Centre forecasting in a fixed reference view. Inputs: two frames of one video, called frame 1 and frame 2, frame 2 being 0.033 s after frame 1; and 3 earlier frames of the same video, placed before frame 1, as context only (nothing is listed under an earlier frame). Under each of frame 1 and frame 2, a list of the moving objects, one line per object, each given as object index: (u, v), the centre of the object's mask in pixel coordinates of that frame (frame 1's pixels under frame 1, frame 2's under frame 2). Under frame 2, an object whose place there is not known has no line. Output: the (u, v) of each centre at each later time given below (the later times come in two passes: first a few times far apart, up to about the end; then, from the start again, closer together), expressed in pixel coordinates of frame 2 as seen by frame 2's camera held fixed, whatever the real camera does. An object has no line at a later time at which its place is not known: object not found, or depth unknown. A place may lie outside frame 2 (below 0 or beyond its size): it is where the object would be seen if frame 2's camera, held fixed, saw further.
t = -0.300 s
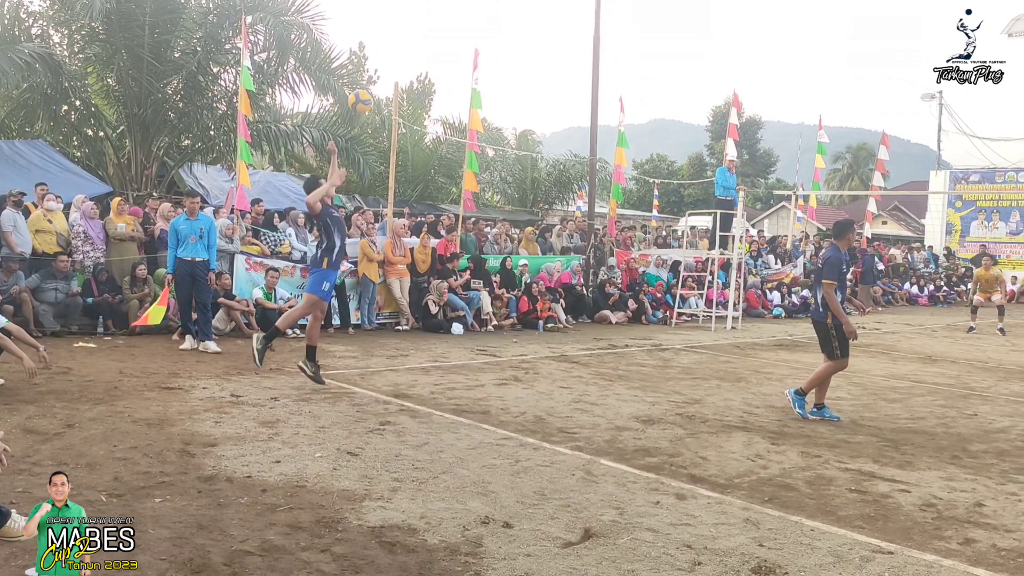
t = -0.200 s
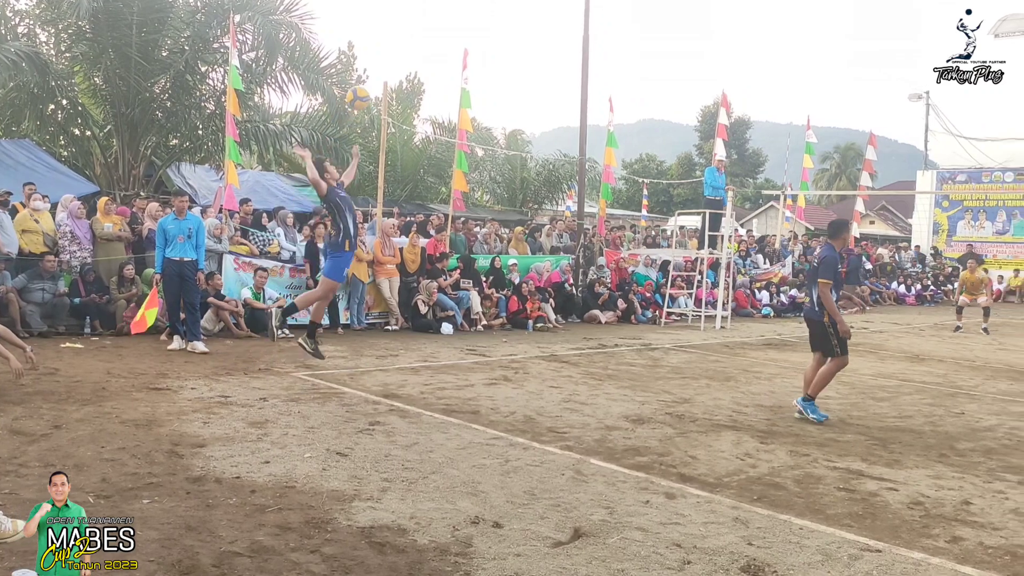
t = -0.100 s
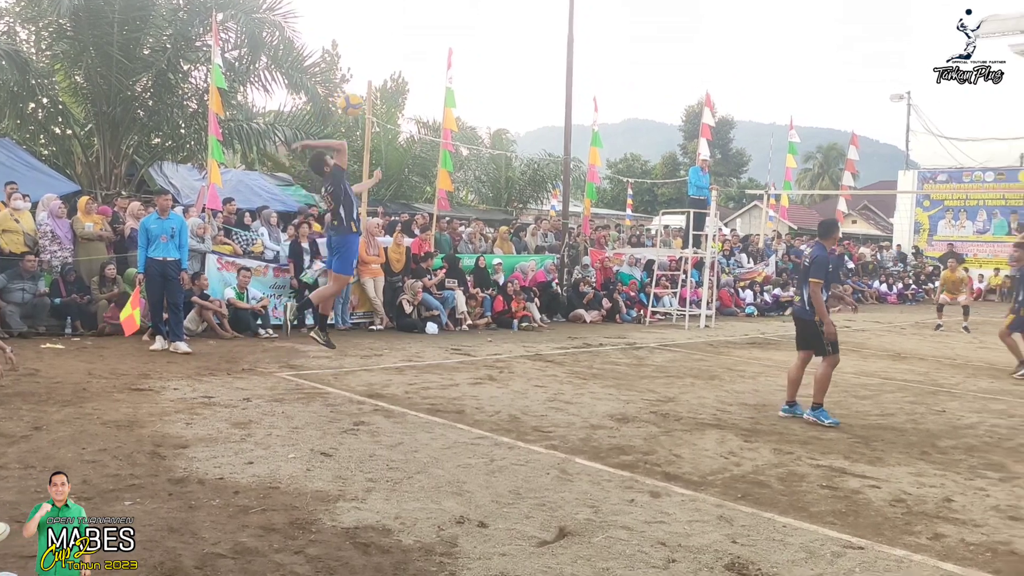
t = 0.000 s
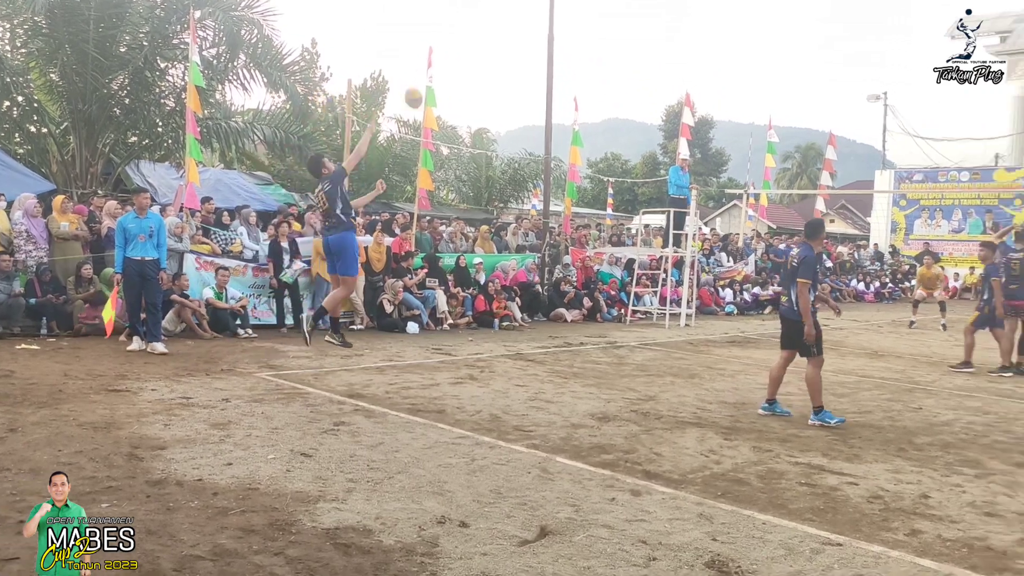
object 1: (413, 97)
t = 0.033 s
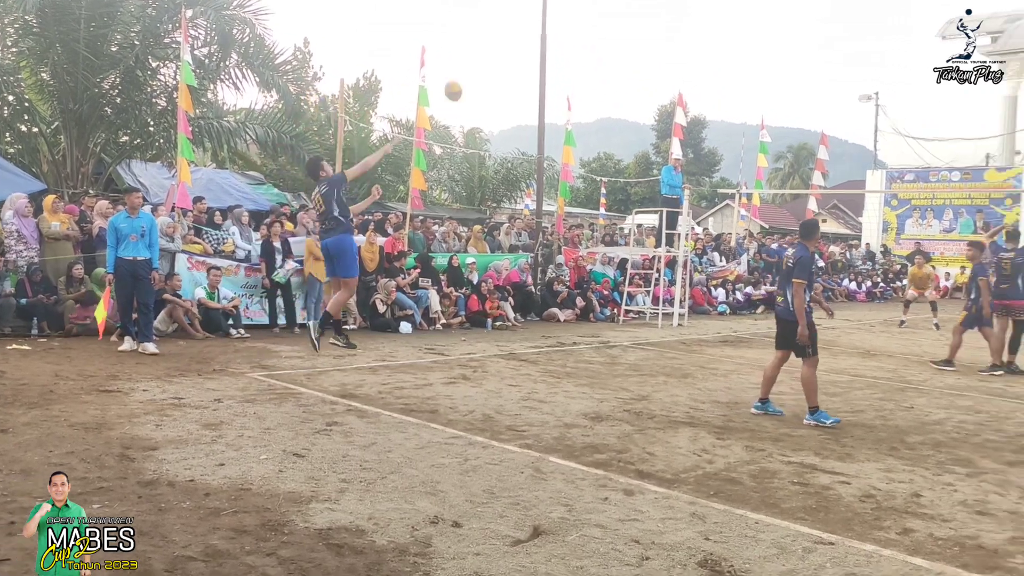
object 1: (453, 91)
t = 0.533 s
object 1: (904, 93)
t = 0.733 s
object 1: (1015, 129)
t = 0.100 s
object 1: (538, 81)
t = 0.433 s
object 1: (838, 81)
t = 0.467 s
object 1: (861, 85)
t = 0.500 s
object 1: (883, 89)
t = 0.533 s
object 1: (904, 93)
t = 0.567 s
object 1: (925, 98)
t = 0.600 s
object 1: (944, 104)
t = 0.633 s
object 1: (963, 109)
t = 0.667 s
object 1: (981, 115)
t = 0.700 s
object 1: (998, 122)
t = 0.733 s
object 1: (1015, 129)
